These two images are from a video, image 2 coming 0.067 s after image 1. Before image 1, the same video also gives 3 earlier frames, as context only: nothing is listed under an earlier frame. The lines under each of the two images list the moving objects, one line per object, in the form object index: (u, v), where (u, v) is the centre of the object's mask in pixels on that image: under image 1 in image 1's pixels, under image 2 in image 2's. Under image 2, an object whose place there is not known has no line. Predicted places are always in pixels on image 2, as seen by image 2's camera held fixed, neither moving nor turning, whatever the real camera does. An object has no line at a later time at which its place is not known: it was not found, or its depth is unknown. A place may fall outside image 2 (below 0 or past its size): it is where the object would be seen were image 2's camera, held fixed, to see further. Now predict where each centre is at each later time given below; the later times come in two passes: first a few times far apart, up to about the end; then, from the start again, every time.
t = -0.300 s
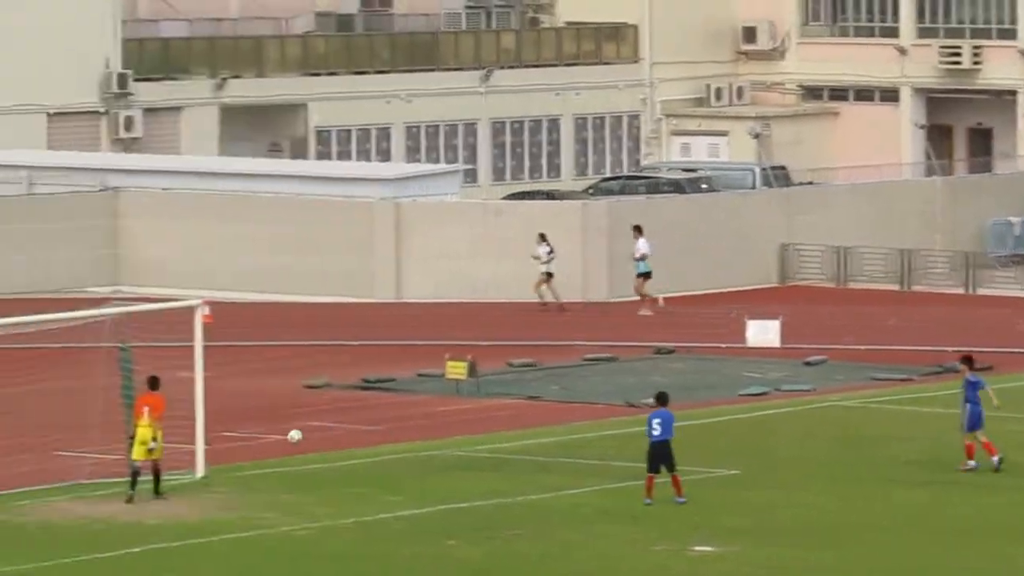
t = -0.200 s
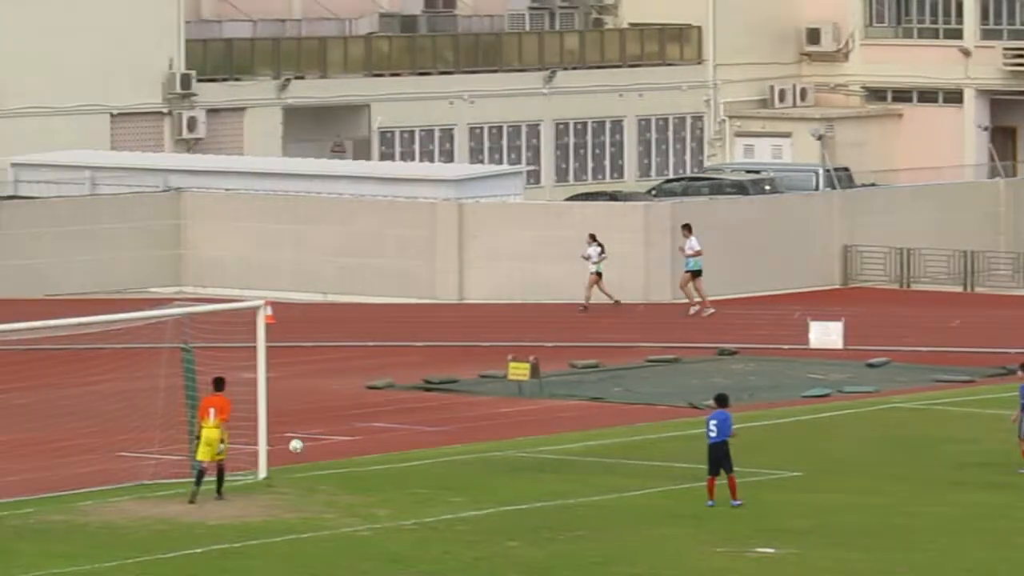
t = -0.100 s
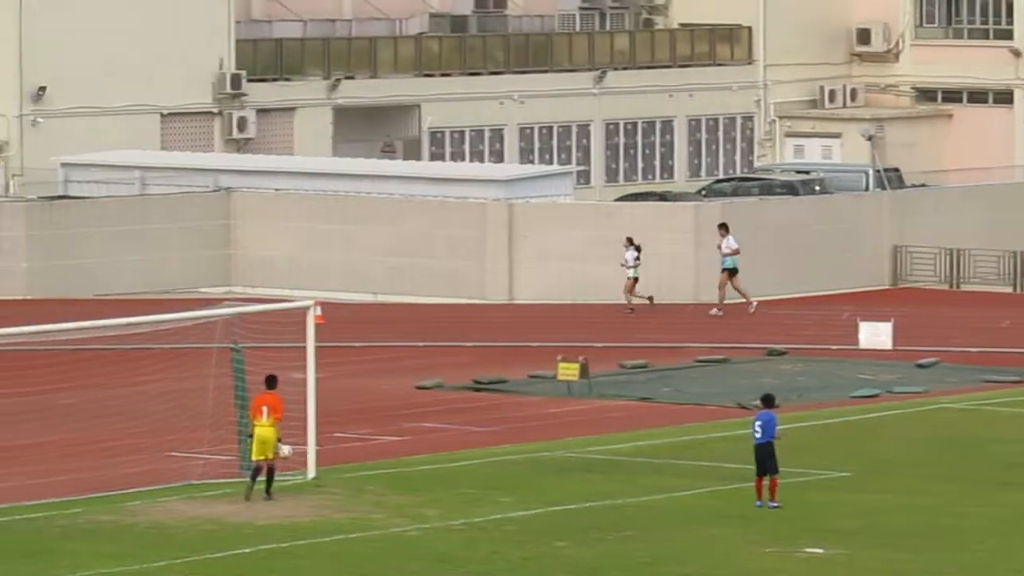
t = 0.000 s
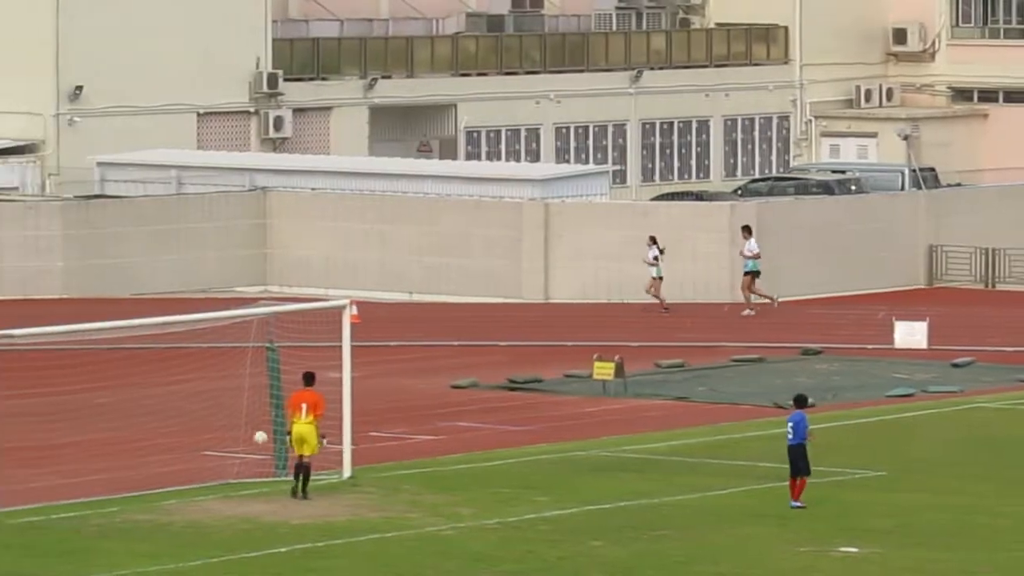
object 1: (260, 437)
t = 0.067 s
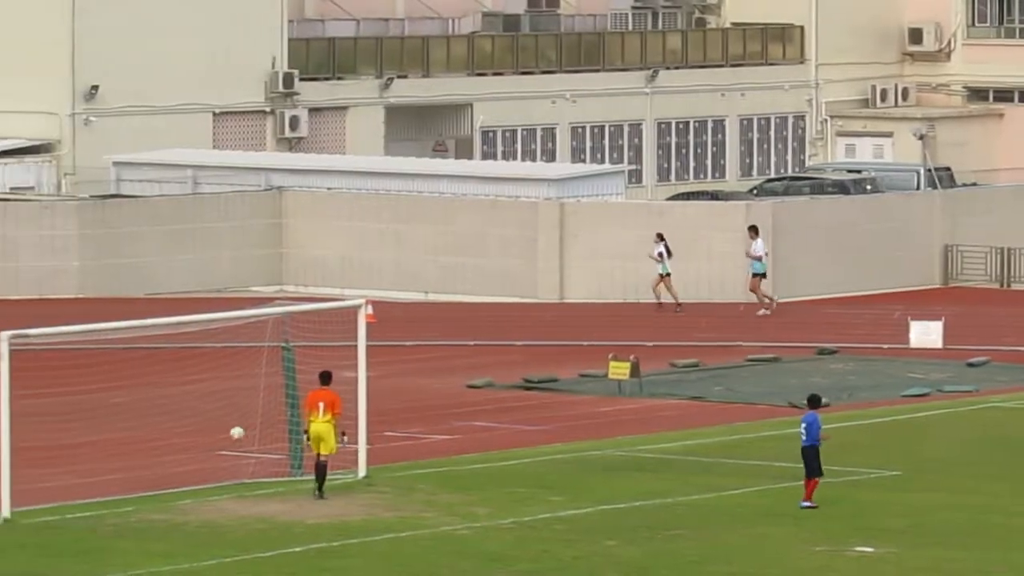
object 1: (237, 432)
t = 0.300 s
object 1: (104, 446)
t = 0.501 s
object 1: (-5, 430)
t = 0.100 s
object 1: (217, 432)
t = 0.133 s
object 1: (198, 433)
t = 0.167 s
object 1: (179, 434)
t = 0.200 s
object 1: (160, 435)
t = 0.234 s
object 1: (141, 438)
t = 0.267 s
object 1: (122, 441)
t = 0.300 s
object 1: (104, 446)
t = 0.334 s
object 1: (86, 448)
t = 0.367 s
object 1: (67, 443)
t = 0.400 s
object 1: (50, 438)
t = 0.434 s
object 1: (32, 435)
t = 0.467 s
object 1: (15, 433)
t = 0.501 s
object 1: (-5, 430)
